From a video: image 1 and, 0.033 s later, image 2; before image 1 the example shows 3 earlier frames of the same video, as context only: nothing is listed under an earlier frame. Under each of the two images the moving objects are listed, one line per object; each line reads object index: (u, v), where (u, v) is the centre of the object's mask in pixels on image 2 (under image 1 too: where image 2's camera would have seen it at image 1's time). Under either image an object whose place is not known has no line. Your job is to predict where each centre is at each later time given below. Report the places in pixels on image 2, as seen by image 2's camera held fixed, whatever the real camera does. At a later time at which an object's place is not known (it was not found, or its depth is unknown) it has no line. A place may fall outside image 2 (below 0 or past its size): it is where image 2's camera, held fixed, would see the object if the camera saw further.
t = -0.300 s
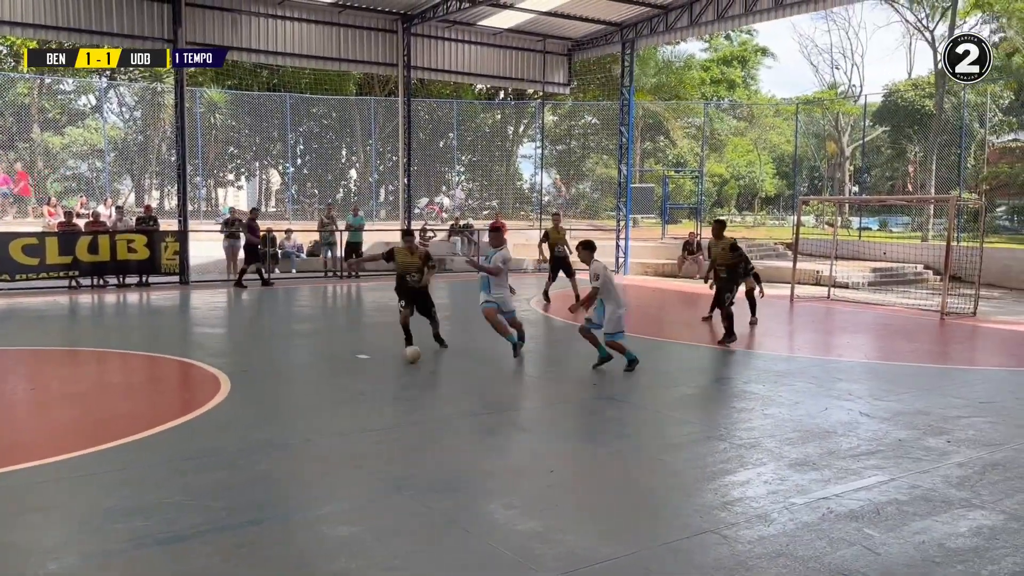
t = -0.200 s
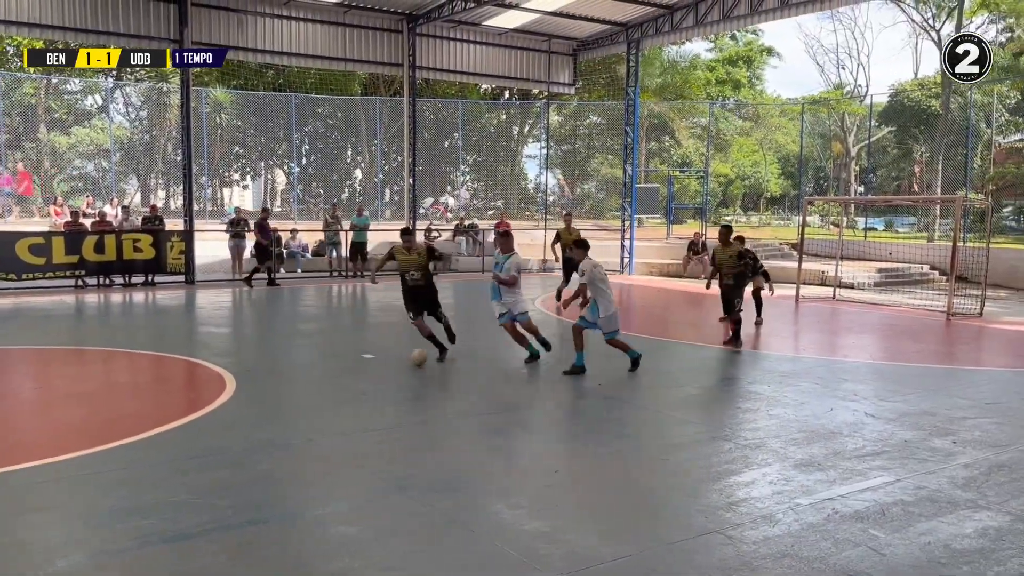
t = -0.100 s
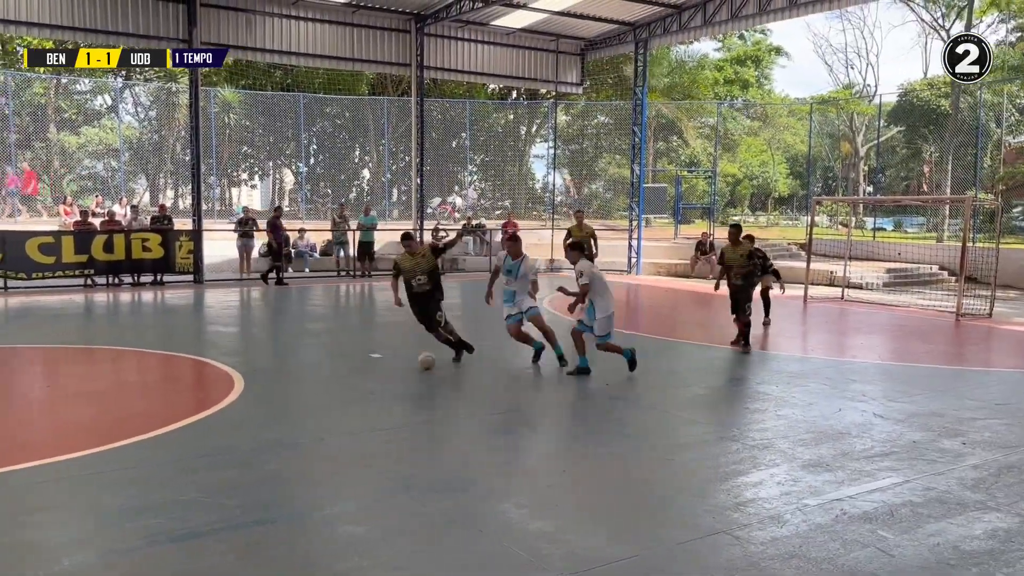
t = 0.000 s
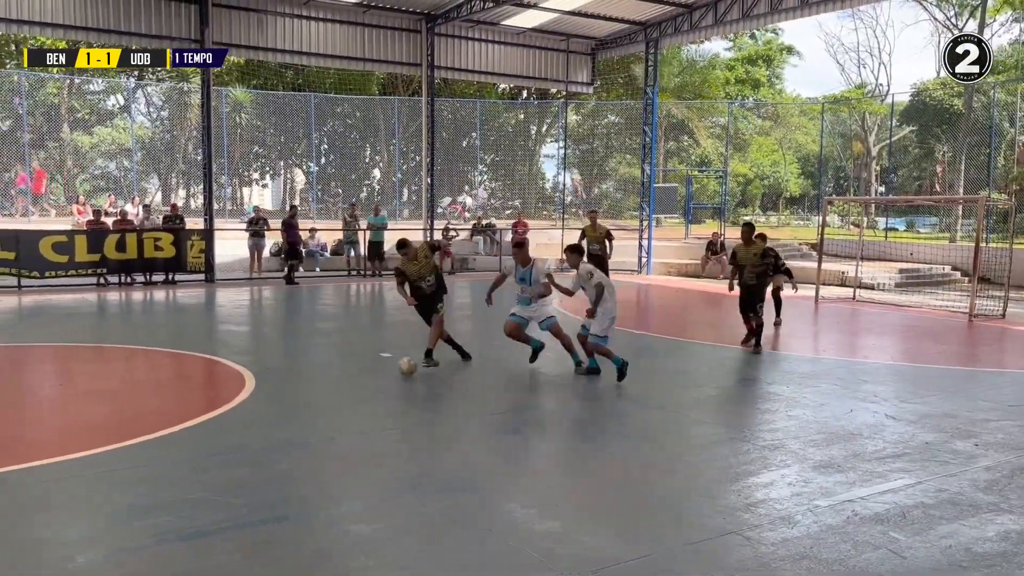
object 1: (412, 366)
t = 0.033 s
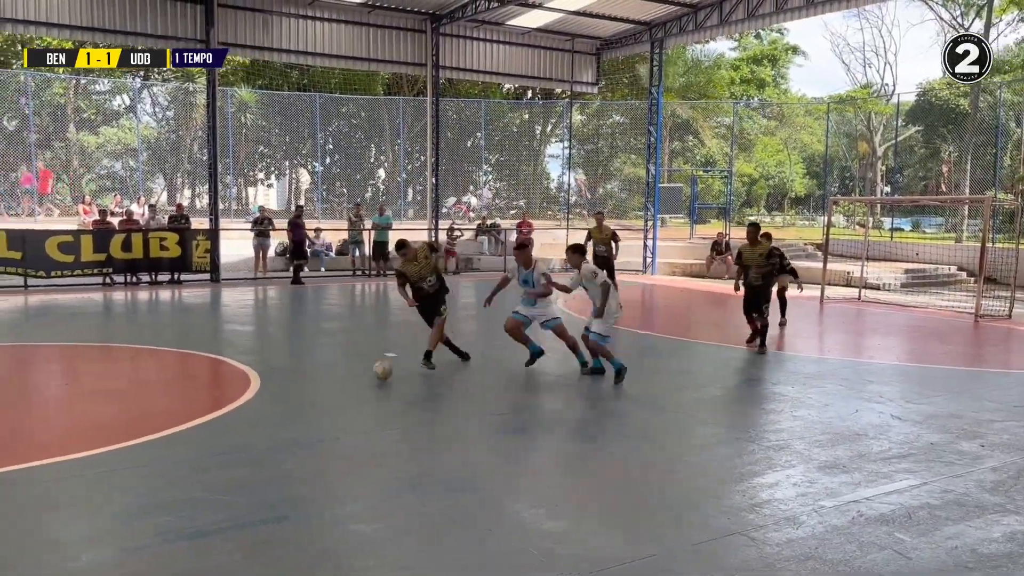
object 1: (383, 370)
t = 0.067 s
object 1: (351, 376)
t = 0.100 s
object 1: (317, 383)
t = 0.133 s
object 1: (282, 390)
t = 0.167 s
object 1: (247, 395)
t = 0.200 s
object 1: (207, 403)
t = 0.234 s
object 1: (165, 412)
